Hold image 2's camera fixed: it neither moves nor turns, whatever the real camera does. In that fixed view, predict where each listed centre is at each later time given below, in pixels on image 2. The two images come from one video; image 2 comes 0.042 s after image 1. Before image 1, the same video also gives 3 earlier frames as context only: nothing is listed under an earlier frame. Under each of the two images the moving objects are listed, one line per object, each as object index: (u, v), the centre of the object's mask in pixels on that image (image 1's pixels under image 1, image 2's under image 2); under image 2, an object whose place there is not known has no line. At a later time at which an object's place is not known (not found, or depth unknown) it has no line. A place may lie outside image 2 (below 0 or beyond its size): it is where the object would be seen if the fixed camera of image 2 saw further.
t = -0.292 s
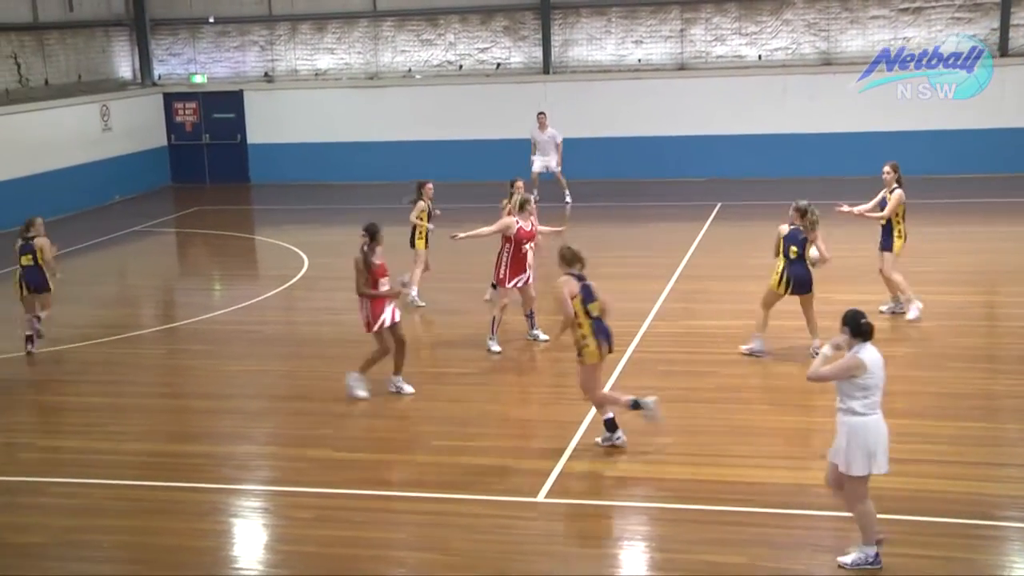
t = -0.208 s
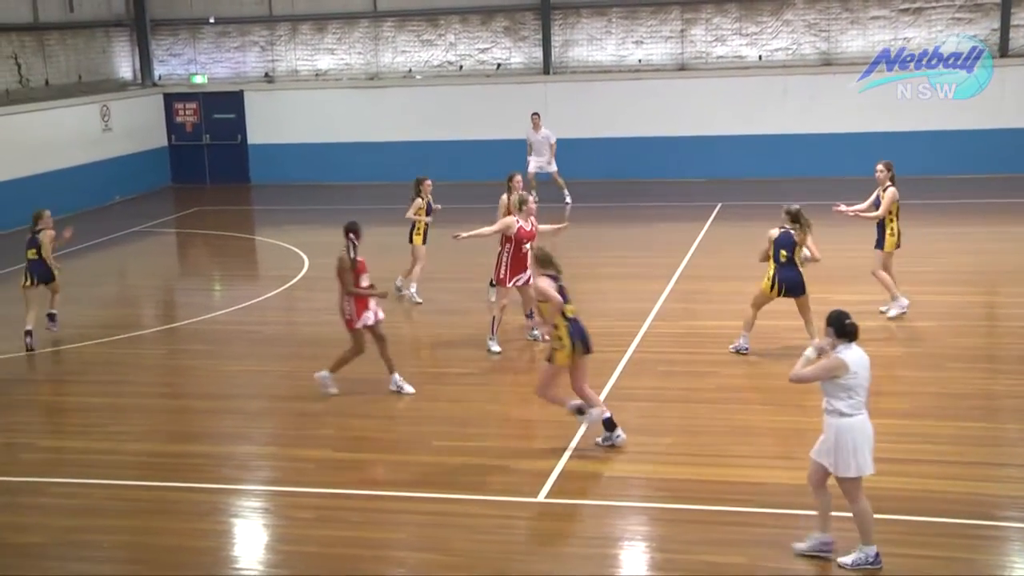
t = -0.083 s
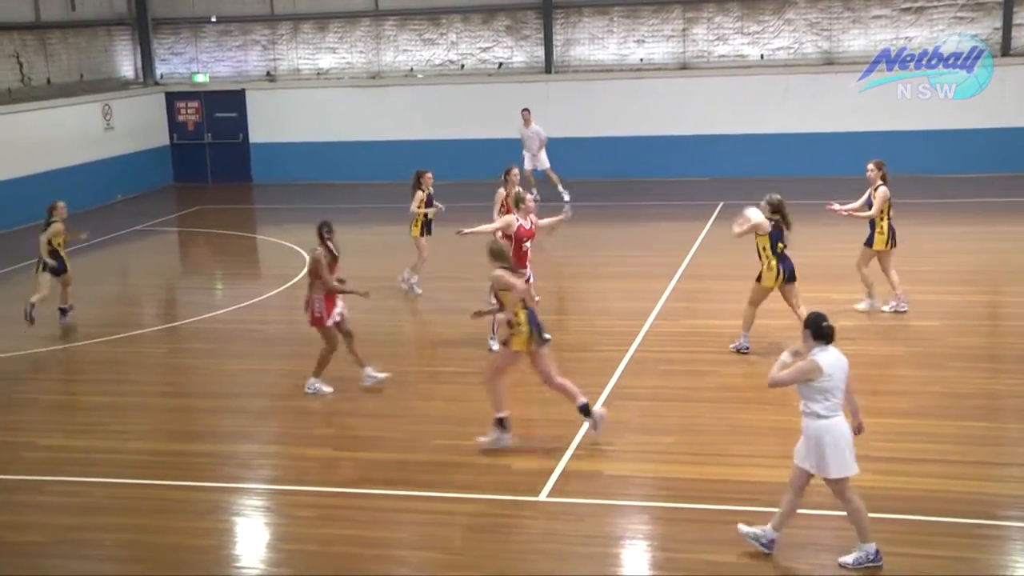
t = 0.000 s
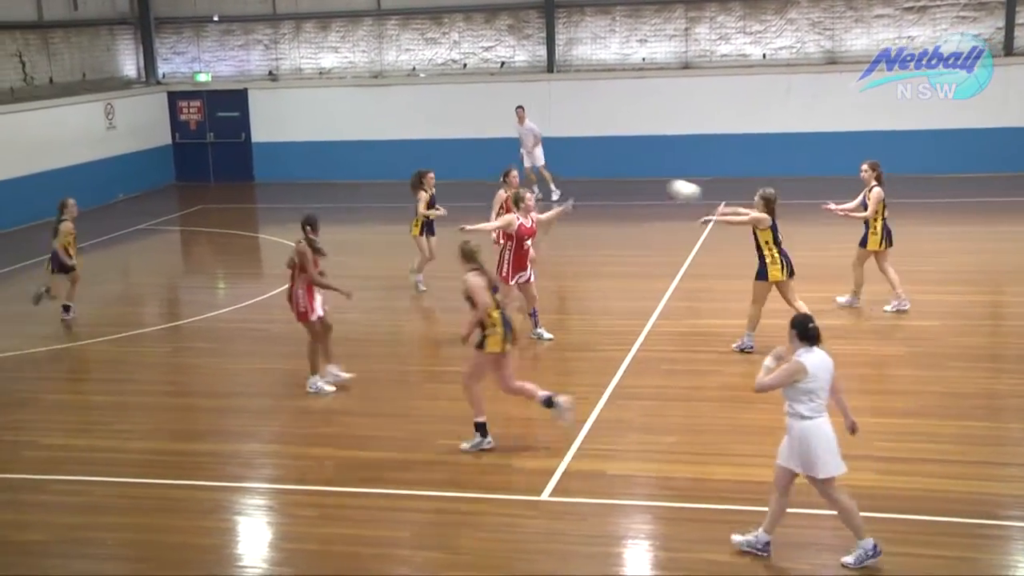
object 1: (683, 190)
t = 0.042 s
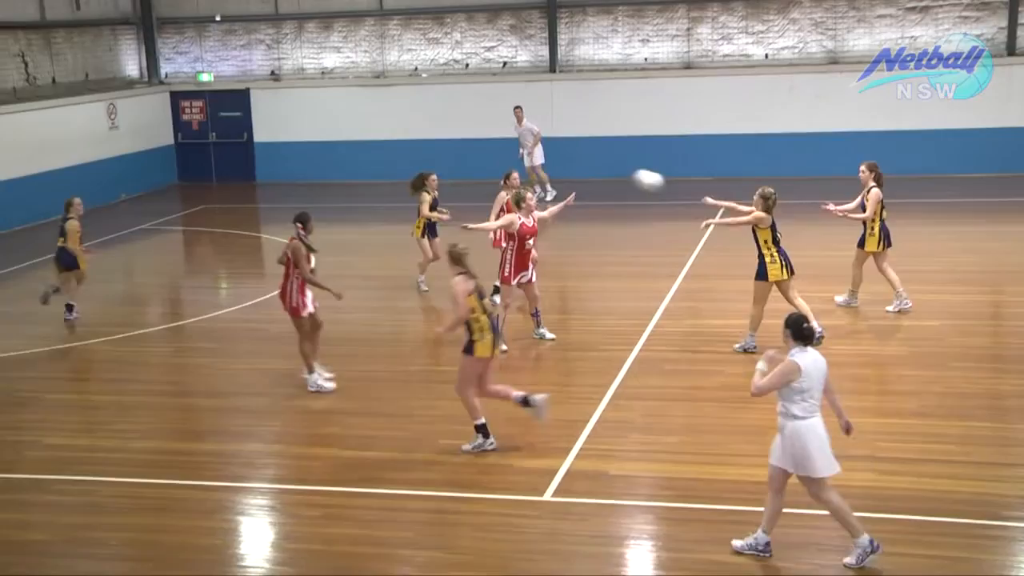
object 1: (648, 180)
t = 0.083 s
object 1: (611, 170)
